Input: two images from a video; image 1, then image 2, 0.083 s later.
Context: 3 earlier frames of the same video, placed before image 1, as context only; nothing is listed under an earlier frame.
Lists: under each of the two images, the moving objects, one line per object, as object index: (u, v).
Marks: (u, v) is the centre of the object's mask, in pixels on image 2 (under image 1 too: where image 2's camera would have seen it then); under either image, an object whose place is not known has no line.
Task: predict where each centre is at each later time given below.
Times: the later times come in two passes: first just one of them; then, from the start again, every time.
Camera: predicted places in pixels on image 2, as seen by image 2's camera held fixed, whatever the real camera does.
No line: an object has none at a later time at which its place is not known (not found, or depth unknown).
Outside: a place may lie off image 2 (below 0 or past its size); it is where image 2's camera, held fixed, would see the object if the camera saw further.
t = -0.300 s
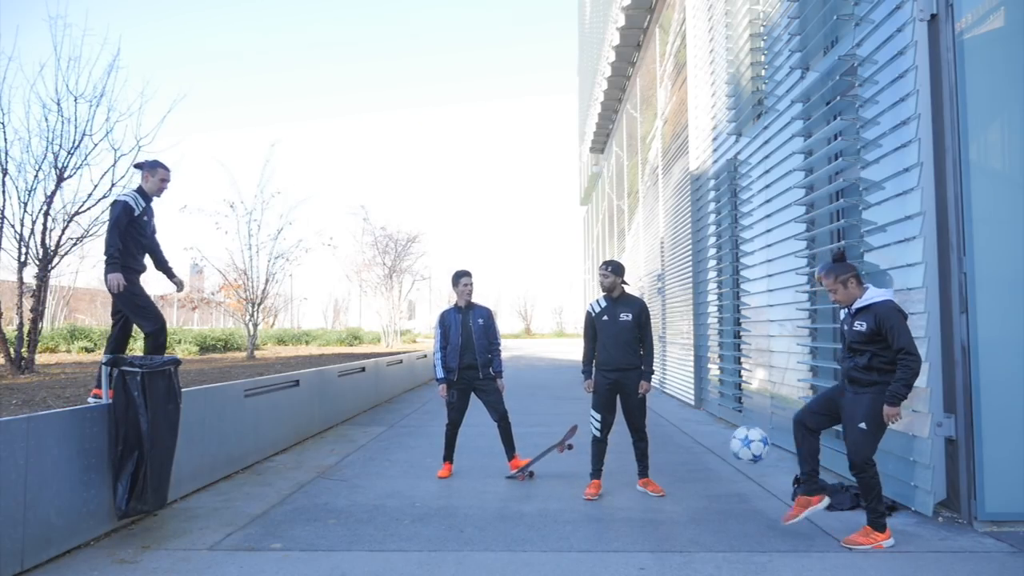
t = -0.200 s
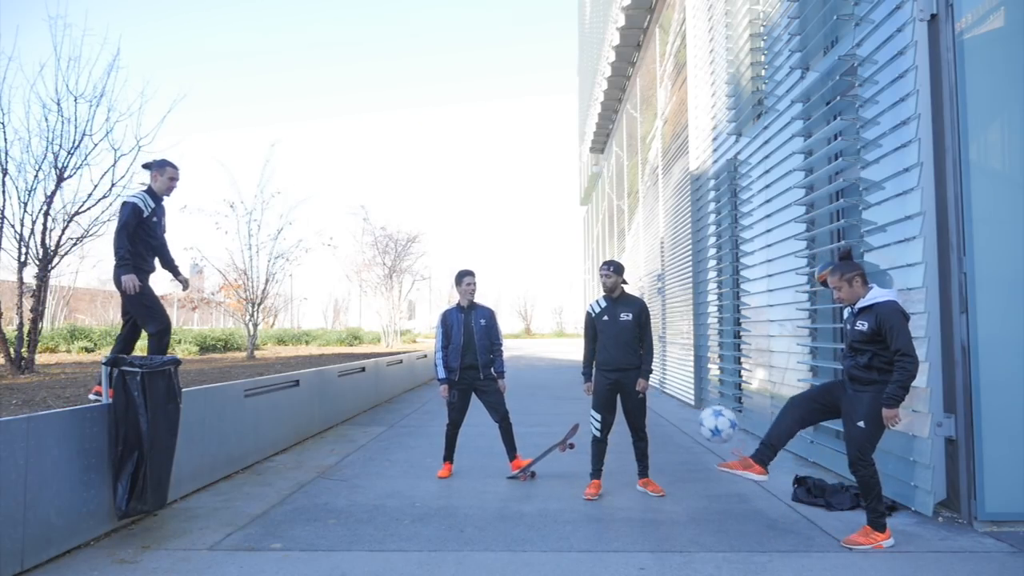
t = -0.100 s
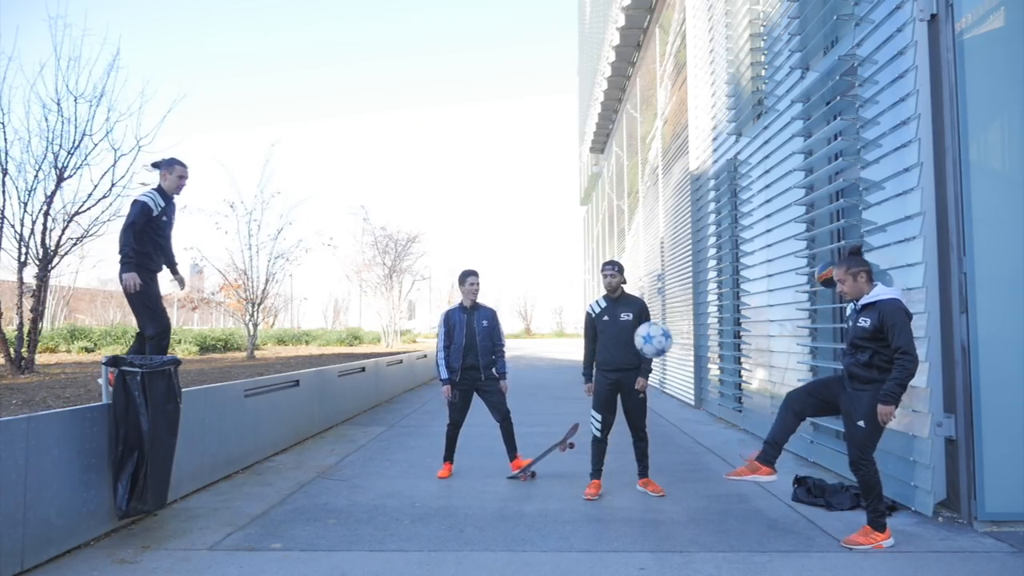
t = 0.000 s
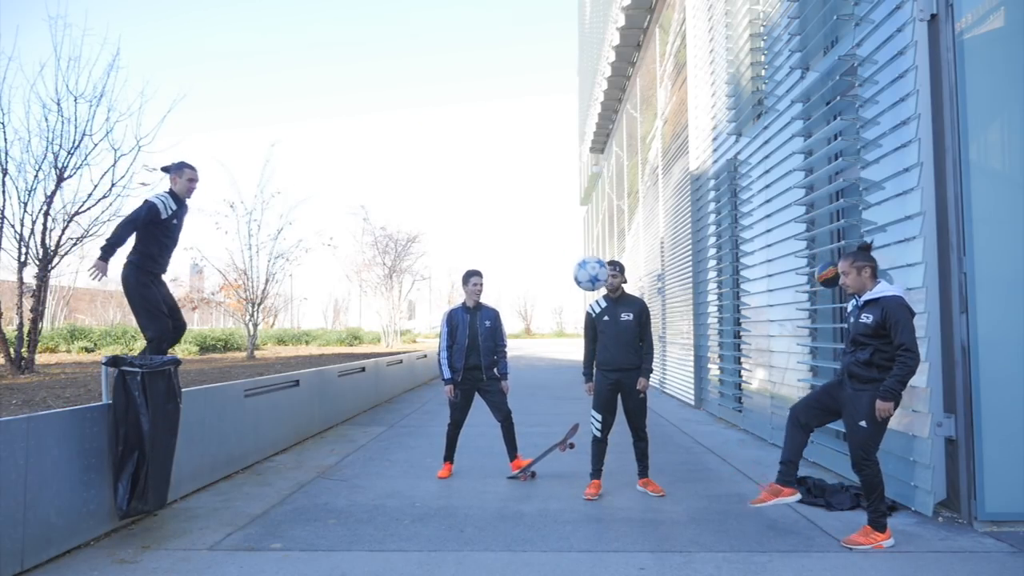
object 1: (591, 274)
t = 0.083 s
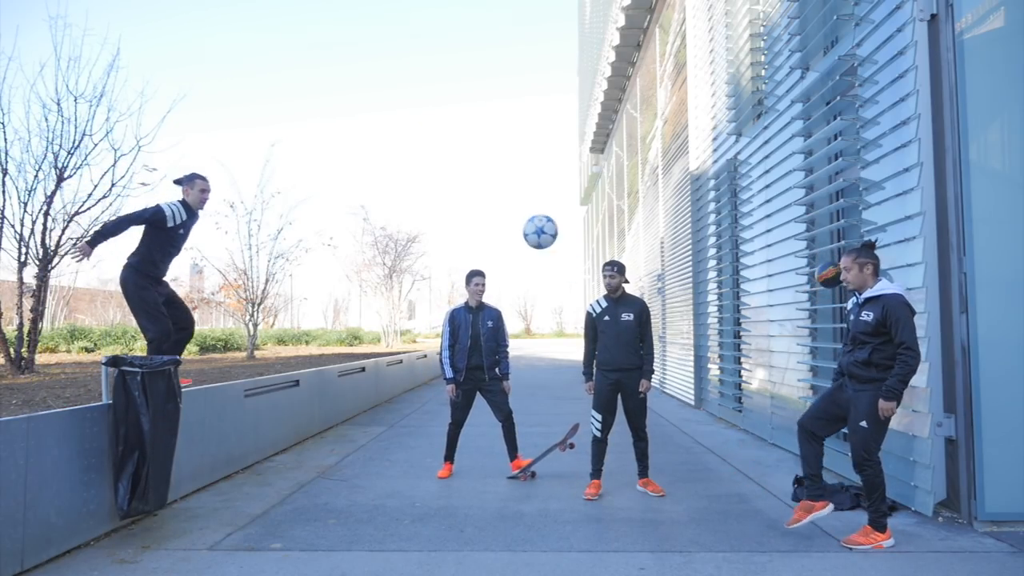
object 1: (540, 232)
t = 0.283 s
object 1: (423, 179)
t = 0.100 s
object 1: (530, 225)
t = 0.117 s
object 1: (520, 218)
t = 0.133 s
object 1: (510, 212)
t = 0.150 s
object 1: (500, 207)
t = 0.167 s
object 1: (490, 202)
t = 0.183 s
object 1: (481, 197)
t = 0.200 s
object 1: (471, 193)
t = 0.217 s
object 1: (461, 189)
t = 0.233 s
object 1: (451, 186)
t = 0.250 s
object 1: (442, 183)
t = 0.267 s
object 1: (432, 181)
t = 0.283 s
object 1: (423, 179)
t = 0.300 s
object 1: (413, 177)
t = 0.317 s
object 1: (404, 176)
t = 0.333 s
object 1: (394, 176)
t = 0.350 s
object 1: (385, 176)
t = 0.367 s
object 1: (375, 176)
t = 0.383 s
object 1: (366, 177)
